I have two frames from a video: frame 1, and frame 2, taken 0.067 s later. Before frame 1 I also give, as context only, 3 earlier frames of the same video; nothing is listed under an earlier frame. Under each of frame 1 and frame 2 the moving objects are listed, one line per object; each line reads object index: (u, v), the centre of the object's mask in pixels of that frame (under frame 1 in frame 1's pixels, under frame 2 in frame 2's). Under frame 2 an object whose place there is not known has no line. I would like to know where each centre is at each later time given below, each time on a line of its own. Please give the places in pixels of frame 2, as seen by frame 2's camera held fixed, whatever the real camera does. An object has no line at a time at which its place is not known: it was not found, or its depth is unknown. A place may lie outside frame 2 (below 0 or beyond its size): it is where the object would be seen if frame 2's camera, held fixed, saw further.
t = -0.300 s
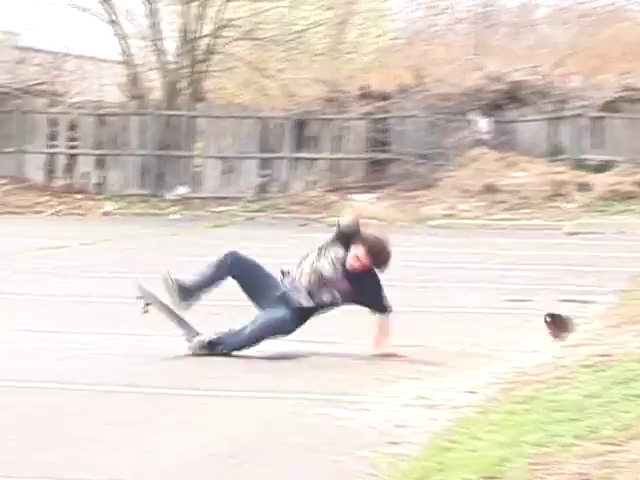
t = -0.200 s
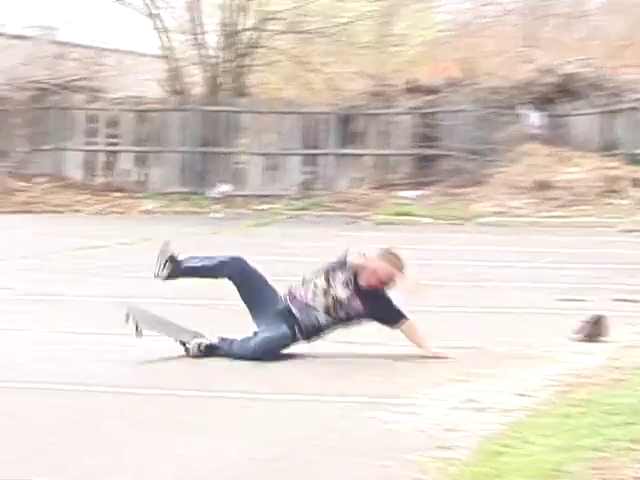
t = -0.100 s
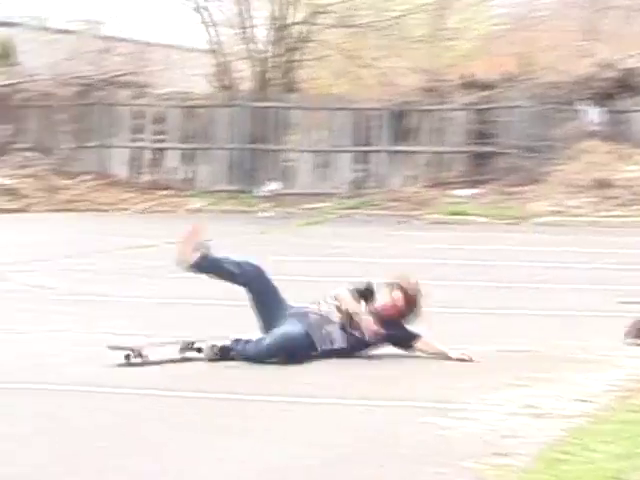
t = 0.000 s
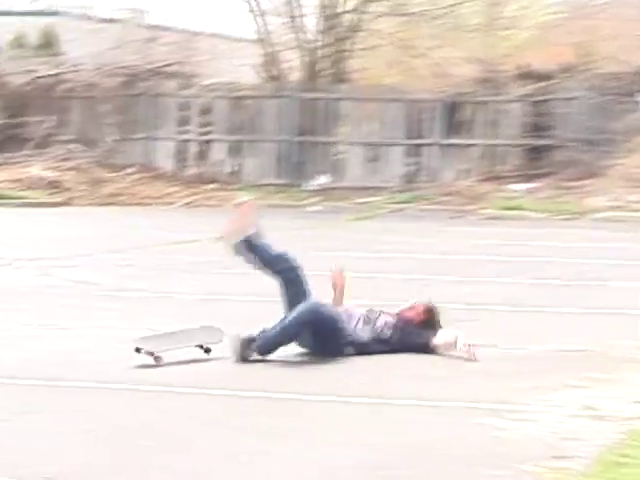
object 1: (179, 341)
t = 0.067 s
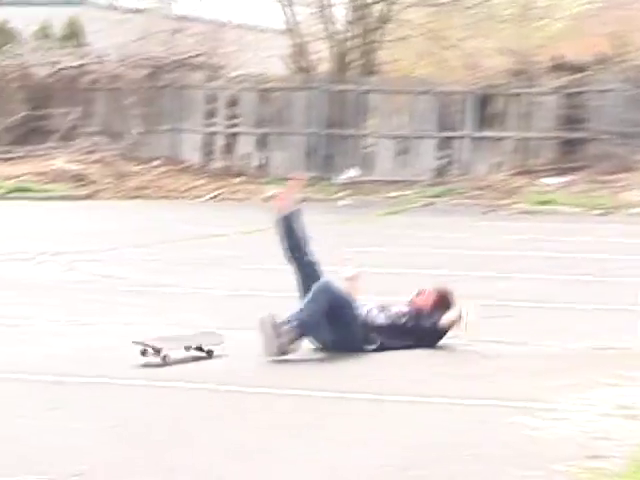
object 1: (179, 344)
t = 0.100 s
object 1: (167, 348)
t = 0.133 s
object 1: (159, 349)
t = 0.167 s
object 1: (151, 350)
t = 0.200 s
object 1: (143, 351)
